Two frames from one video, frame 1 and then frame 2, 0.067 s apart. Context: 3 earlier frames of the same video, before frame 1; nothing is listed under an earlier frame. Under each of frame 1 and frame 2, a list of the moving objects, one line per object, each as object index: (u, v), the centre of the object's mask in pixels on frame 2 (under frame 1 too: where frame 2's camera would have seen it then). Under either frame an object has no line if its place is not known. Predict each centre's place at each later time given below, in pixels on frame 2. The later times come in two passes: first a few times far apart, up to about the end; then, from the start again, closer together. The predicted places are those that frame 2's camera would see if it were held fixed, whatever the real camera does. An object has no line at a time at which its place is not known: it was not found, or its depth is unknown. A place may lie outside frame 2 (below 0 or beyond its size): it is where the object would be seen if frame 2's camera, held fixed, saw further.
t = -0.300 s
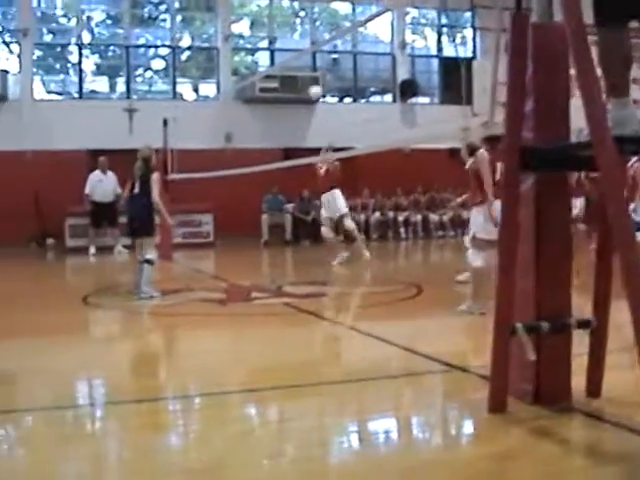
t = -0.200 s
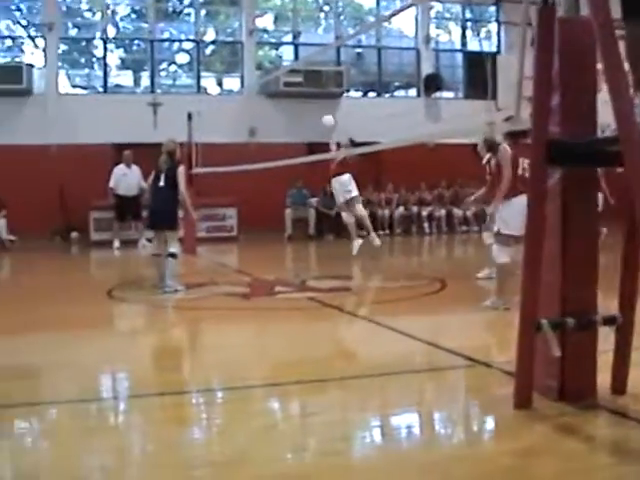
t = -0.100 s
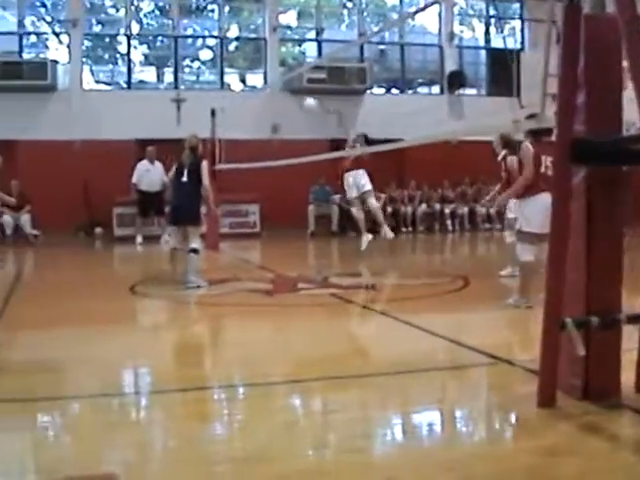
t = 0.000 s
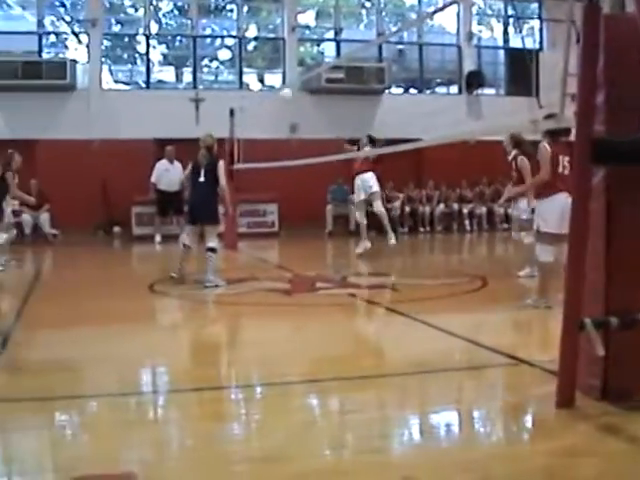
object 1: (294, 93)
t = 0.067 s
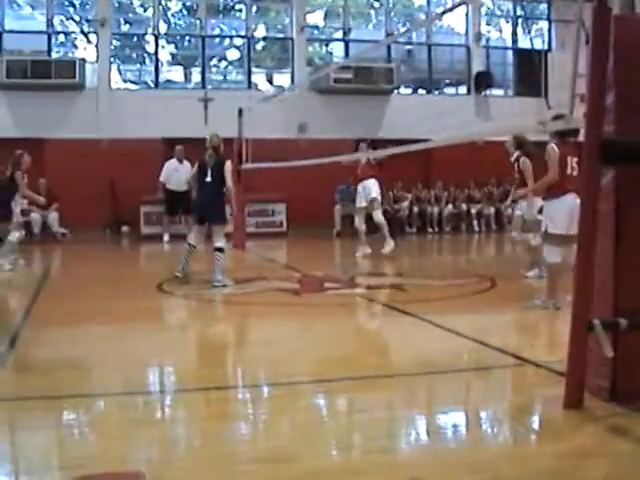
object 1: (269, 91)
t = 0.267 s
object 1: (222, 83)
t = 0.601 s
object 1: (142, 138)
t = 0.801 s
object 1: (99, 209)
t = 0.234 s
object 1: (229, 83)
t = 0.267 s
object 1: (222, 83)
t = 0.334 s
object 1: (206, 87)
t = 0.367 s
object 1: (198, 91)
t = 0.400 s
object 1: (191, 95)
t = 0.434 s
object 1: (182, 99)
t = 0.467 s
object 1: (174, 105)
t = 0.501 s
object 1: (166, 112)
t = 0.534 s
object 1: (158, 119)
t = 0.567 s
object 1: (150, 128)
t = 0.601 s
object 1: (142, 138)
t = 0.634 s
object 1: (135, 148)
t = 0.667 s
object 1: (128, 159)
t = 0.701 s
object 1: (120, 170)
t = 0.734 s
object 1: (113, 183)
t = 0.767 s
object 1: (106, 196)
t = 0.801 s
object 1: (99, 209)
